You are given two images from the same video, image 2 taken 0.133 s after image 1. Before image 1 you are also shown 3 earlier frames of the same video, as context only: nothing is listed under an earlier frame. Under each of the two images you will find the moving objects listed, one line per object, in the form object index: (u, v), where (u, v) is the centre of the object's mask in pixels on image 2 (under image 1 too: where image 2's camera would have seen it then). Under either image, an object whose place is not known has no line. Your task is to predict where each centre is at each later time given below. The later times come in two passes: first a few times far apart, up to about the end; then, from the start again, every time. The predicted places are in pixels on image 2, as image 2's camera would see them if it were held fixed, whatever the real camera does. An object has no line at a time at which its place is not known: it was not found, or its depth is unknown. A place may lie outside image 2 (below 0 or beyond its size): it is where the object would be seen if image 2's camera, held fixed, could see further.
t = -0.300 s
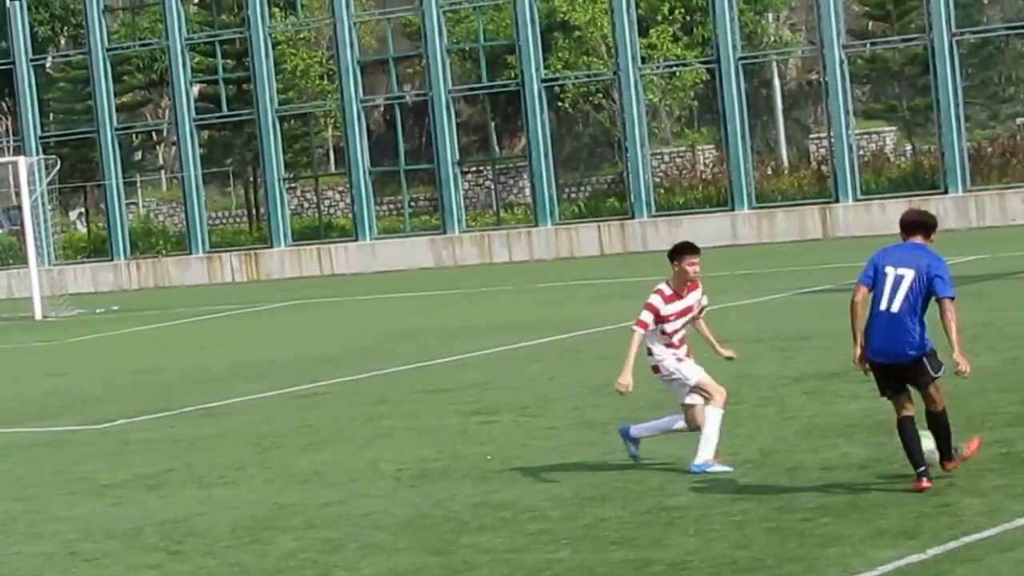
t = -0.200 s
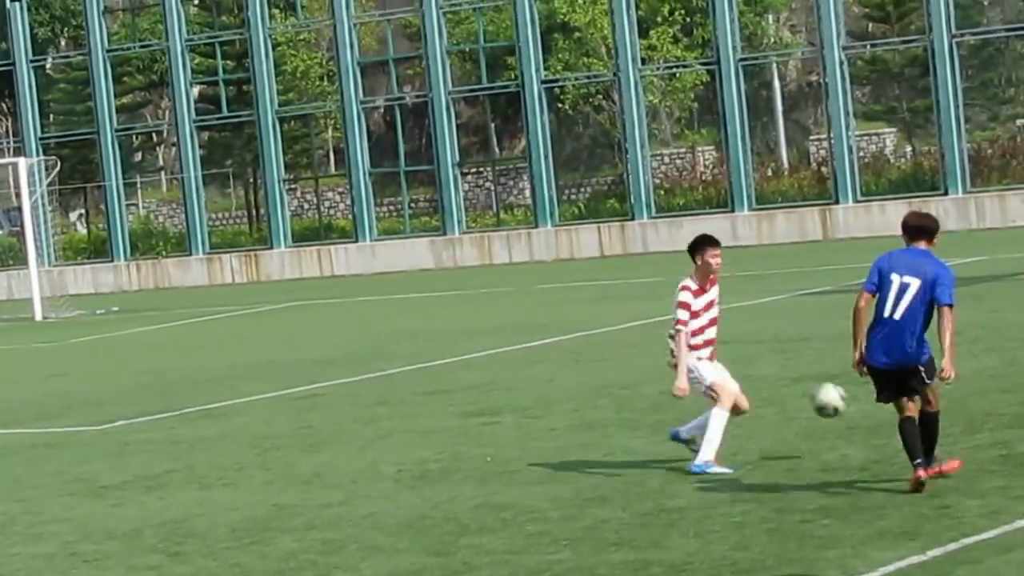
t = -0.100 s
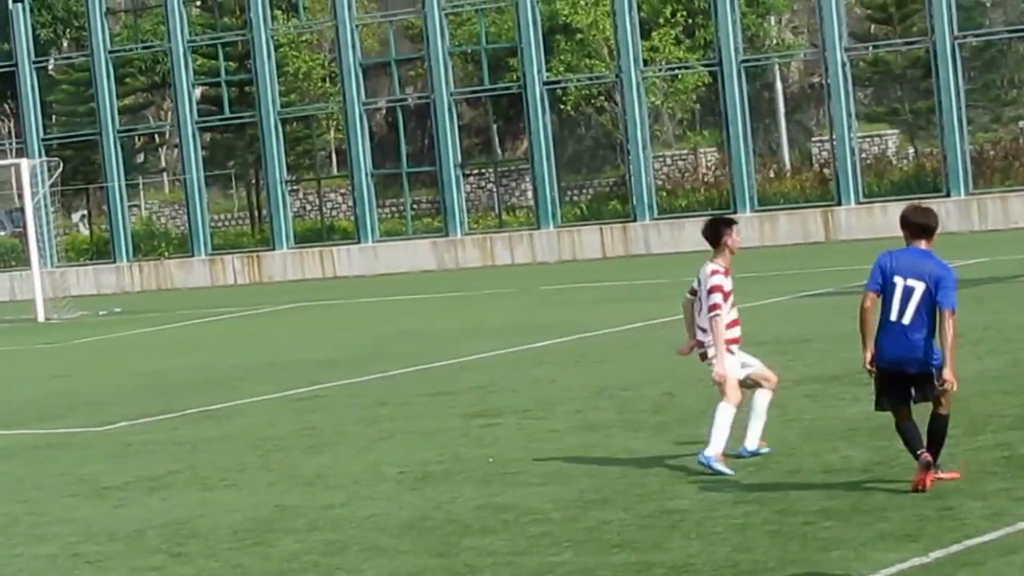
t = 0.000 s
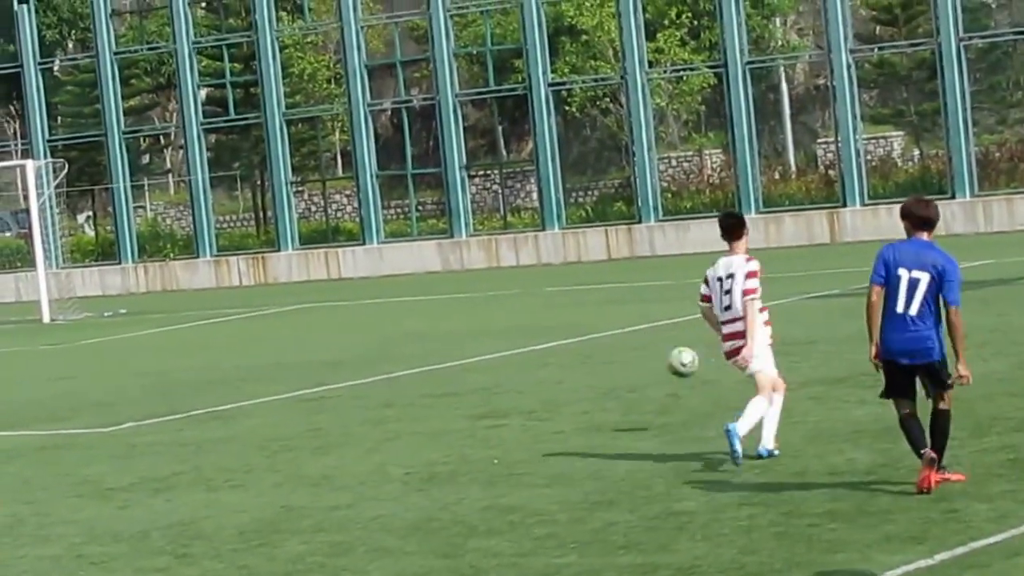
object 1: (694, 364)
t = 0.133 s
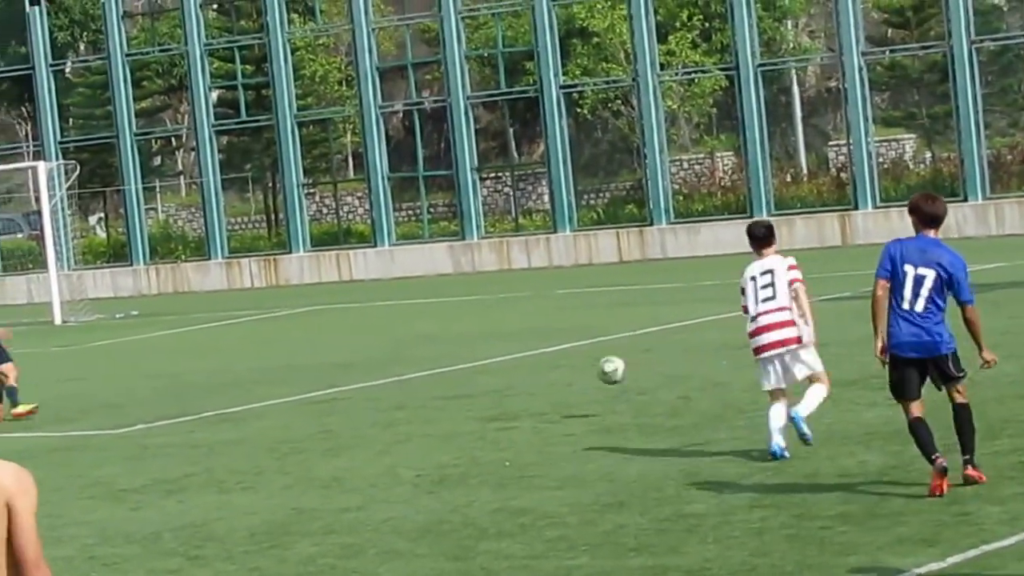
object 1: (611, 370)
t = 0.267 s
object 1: (541, 391)
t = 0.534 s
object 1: (431, 351)
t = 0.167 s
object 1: (593, 375)
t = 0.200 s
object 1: (575, 380)
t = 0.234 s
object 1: (557, 387)
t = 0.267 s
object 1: (541, 391)
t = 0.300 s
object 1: (527, 381)
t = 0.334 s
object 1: (511, 372)
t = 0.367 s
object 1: (497, 365)
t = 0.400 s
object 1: (484, 359)
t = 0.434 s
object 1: (470, 356)
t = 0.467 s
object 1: (456, 353)
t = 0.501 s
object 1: (444, 352)
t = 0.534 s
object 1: (431, 351)
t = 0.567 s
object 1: (420, 353)
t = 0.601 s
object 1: (408, 356)
